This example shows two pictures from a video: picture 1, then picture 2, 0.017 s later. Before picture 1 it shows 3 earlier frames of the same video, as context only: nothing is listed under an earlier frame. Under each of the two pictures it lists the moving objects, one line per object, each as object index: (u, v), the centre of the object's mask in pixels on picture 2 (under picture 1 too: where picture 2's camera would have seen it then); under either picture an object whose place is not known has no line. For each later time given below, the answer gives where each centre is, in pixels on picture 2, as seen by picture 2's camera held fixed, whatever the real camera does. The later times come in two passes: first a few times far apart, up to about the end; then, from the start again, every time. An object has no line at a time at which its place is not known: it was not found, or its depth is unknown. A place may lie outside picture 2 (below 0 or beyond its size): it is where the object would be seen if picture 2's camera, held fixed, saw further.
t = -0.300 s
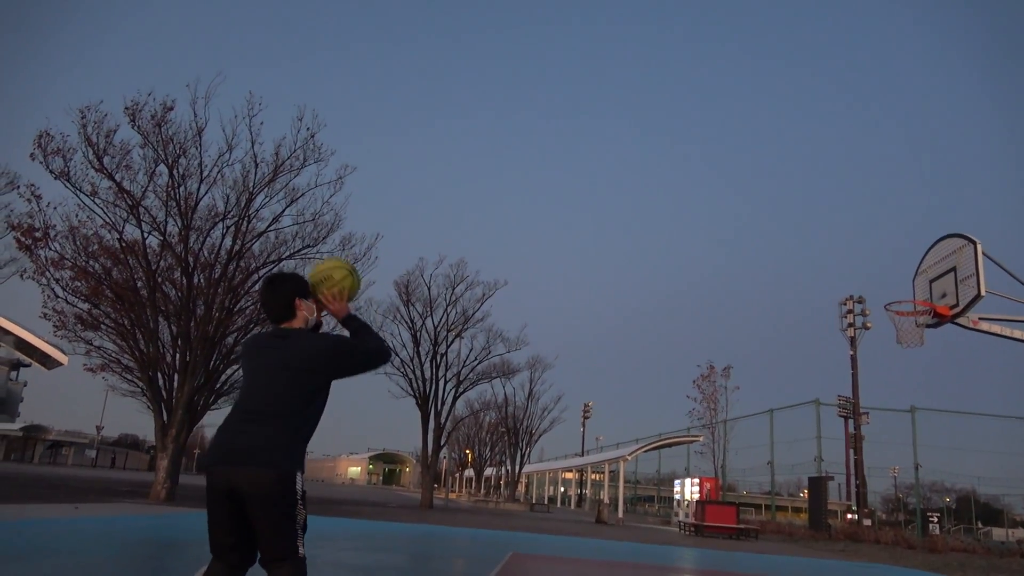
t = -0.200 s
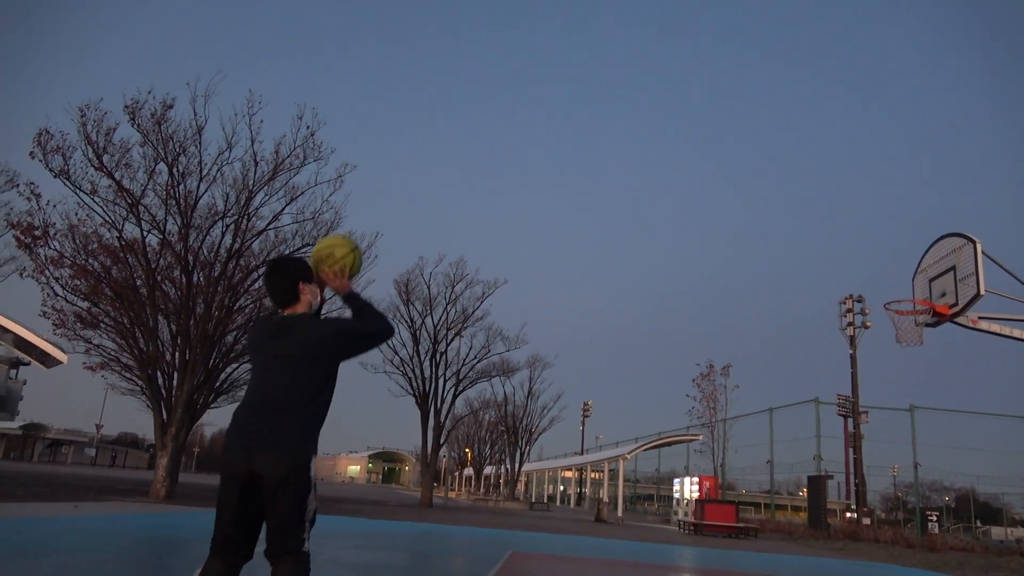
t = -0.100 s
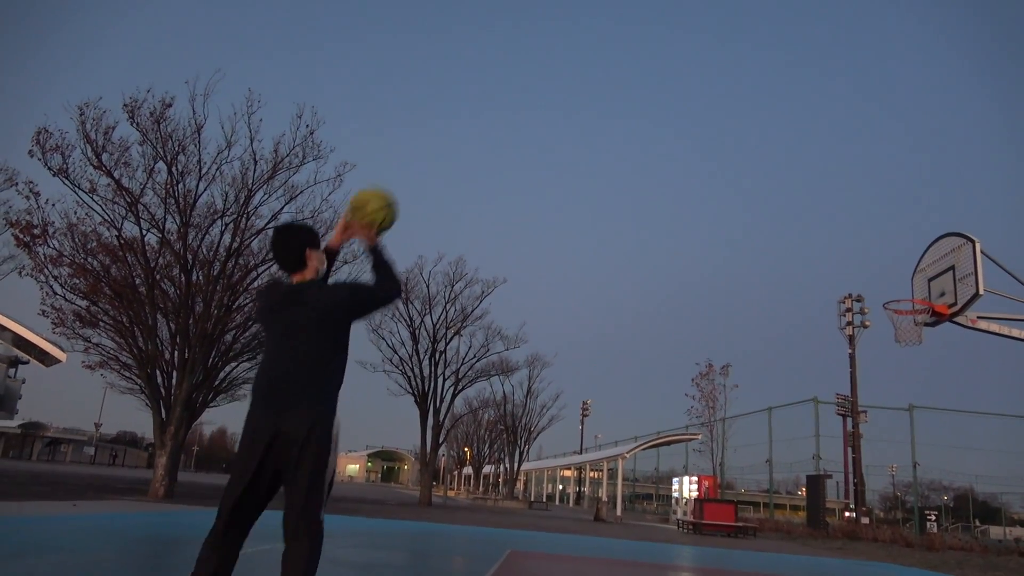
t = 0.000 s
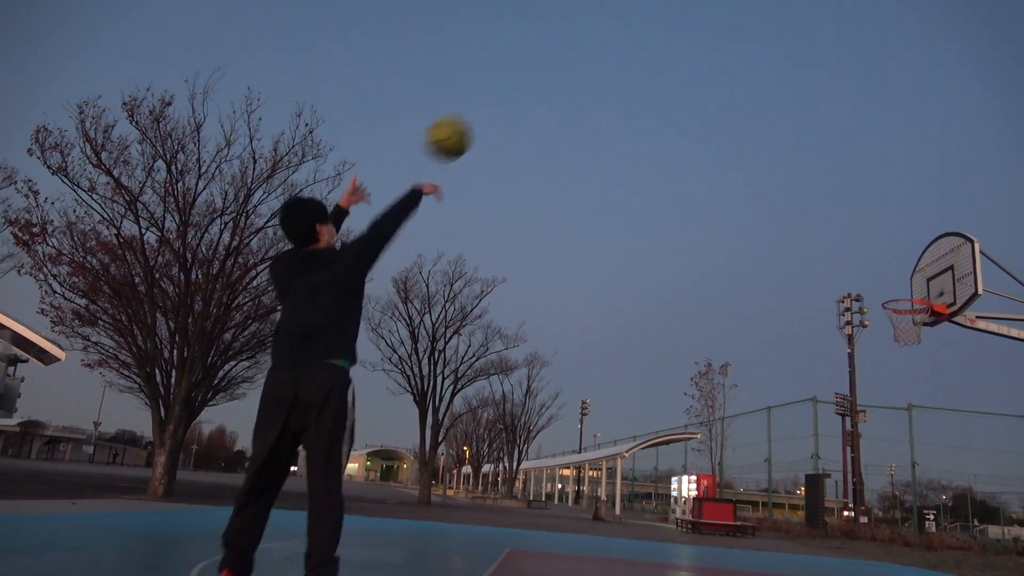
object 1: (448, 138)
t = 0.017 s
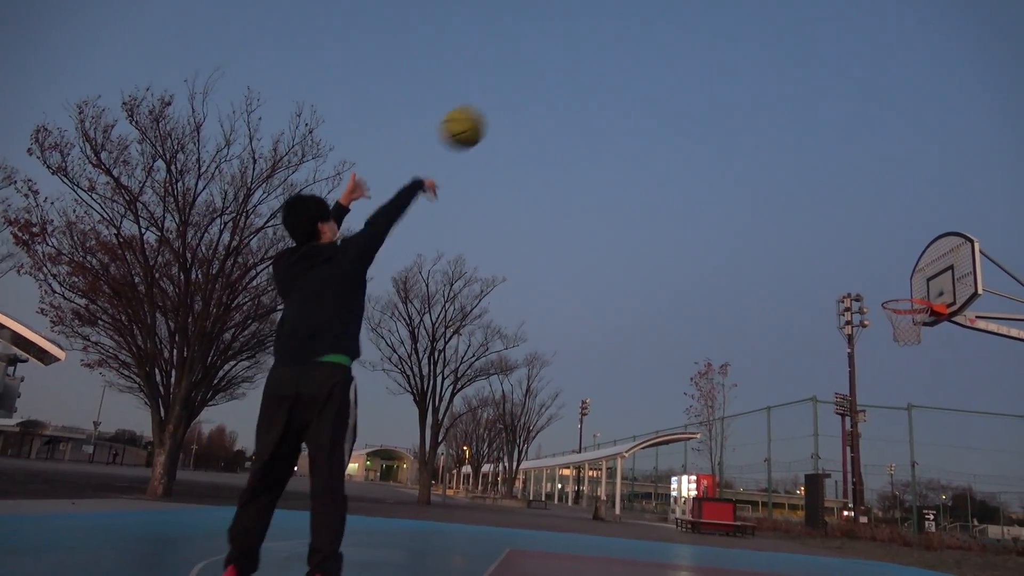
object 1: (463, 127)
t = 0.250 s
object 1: (618, 53)
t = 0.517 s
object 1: (732, 61)
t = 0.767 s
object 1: (812, 124)
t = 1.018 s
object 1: (879, 228)
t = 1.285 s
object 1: (929, 233)
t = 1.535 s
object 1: (971, 174)
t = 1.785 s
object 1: (1019, 169)
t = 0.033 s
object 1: (476, 118)
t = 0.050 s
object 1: (490, 110)
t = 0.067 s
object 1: (503, 102)
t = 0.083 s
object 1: (515, 94)
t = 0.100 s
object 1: (527, 88)
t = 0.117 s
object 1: (539, 82)
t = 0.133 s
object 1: (550, 77)
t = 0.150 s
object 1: (561, 72)
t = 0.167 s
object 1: (571, 68)
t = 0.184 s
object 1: (581, 64)
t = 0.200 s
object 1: (590, 60)
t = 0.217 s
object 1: (600, 57)
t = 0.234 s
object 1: (609, 55)
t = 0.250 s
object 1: (618, 53)
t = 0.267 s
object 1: (626, 51)
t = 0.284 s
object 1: (635, 49)
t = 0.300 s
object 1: (643, 48)
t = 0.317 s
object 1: (651, 47)
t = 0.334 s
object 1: (658, 47)
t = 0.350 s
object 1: (665, 47)
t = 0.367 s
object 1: (673, 47)
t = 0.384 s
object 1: (680, 47)
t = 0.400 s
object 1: (687, 48)
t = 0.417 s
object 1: (694, 49)
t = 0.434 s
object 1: (700, 50)
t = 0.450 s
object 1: (707, 52)
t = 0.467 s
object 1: (713, 54)
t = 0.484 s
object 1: (720, 56)
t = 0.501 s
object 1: (726, 58)
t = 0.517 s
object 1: (732, 61)
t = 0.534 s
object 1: (737, 63)
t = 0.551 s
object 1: (744, 66)
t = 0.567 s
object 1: (749, 69)
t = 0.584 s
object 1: (755, 73)
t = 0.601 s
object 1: (761, 77)
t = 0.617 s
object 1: (766, 80)
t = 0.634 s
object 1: (771, 85)
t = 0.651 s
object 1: (776, 89)
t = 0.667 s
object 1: (782, 93)
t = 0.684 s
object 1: (787, 98)
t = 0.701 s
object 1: (792, 103)
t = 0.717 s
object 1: (797, 108)
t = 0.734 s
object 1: (802, 113)
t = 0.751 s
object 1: (807, 118)
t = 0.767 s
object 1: (812, 124)
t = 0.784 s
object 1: (816, 129)
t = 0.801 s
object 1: (821, 135)
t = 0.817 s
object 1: (826, 141)
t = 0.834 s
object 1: (831, 148)
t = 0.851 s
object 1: (835, 154)
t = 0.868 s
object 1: (840, 160)
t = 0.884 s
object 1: (844, 167)
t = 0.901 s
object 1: (849, 174)
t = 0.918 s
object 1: (853, 181)
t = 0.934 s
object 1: (858, 189)
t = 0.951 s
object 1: (862, 197)
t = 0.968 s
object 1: (866, 204)
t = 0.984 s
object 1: (871, 212)
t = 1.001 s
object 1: (875, 220)
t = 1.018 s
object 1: (879, 228)
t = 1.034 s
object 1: (884, 237)
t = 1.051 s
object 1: (888, 245)
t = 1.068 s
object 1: (892, 253)
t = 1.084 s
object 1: (896, 262)
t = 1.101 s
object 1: (899, 271)
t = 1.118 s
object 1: (904, 280)
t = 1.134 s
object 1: (907, 288)
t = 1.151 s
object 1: (910, 286)
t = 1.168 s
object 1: (912, 278)
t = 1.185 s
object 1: (915, 271)
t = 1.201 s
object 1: (918, 265)
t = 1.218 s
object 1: (920, 258)
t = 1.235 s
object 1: (922, 251)
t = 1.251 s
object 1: (925, 245)
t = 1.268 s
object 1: (927, 239)
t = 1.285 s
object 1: (929, 233)
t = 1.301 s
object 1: (932, 228)
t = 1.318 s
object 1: (935, 222)
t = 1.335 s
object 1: (937, 217)
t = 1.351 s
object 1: (940, 213)
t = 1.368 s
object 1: (943, 208)
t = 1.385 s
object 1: (945, 204)
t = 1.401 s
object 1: (948, 199)
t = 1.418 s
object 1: (951, 195)
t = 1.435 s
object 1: (953, 192)
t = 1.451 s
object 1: (956, 188)
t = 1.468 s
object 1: (958, 185)
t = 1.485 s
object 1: (961, 182)
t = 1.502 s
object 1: (964, 179)
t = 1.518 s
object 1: (967, 177)
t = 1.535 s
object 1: (971, 174)
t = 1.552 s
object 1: (973, 172)
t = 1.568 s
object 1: (976, 170)
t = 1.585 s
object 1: (979, 169)
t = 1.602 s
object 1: (982, 167)
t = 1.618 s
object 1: (986, 166)
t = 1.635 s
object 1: (989, 165)
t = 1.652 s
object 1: (992, 164)
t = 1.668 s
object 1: (995, 164)
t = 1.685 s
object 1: (999, 164)
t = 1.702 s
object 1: (1002, 164)
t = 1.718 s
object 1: (1005, 164)
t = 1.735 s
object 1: (1008, 165)
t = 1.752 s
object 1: (1012, 166)
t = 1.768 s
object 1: (1015, 167)
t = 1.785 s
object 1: (1019, 169)
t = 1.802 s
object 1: (1023, 170)
